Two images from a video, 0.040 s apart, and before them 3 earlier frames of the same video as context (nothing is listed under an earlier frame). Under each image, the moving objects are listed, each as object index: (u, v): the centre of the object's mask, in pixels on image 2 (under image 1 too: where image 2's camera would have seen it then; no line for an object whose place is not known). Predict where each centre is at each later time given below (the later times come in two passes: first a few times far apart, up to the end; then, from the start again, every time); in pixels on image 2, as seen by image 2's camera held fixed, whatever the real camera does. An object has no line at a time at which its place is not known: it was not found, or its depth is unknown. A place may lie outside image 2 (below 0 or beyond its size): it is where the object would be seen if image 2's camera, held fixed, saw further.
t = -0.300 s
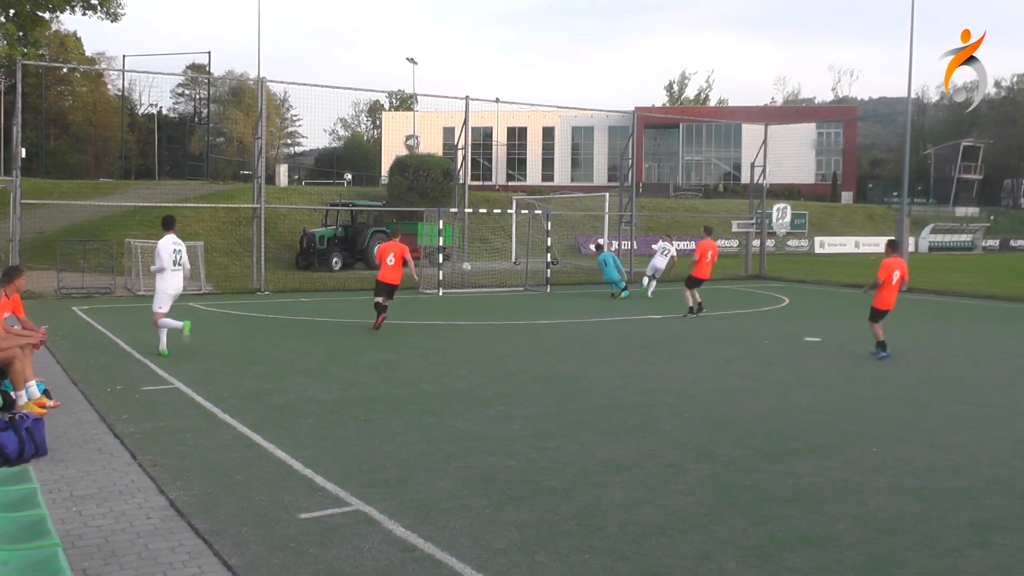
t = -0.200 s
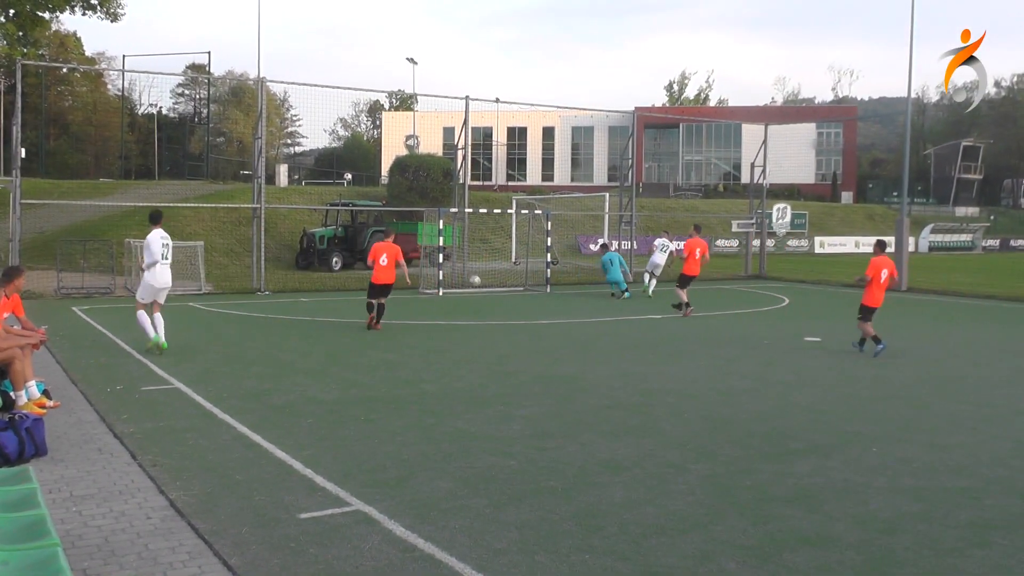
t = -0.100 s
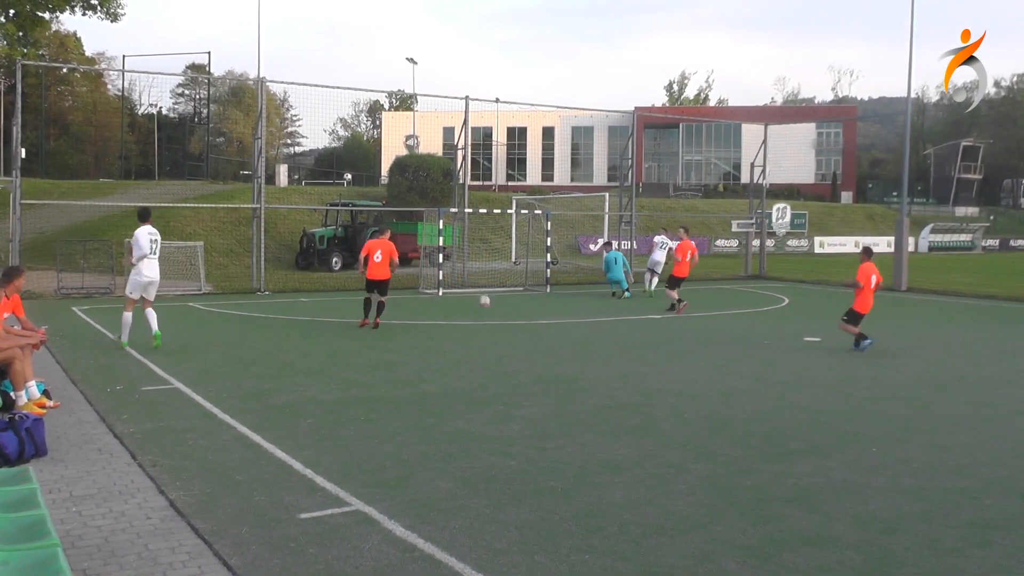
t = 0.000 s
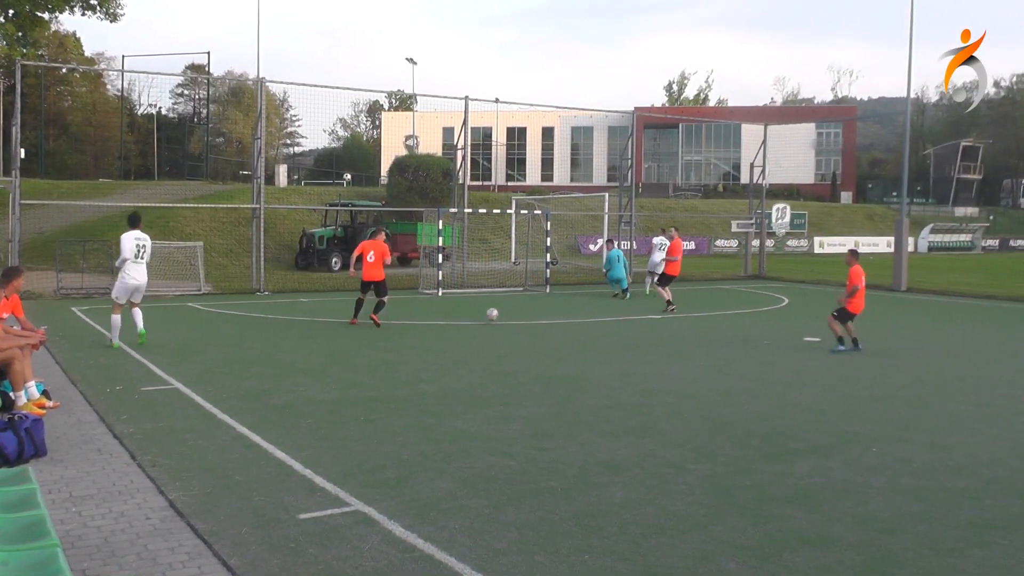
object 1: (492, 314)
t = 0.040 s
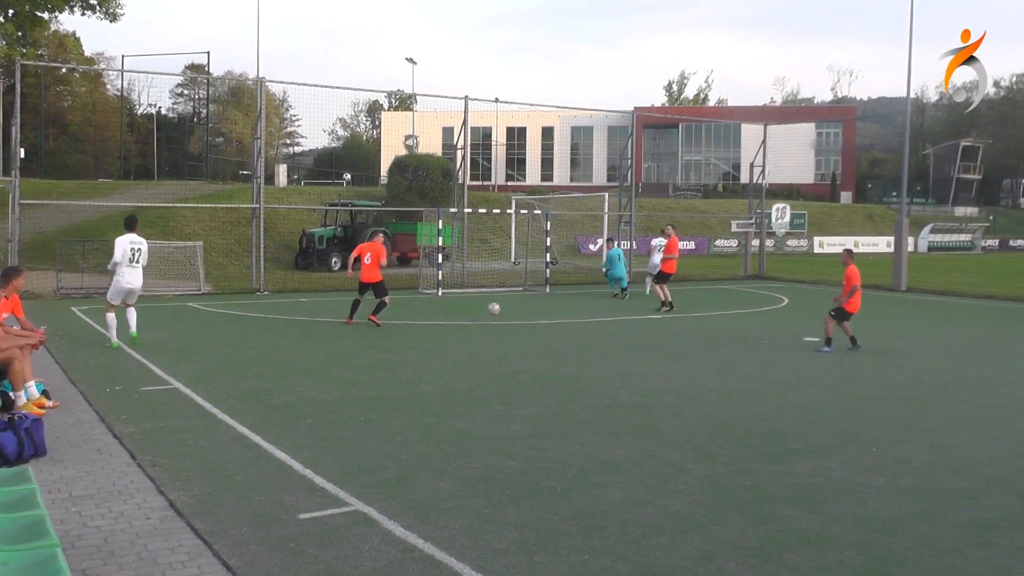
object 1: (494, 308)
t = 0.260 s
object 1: (505, 296)
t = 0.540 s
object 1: (519, 330)
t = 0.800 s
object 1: (537, 337)
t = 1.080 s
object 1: (563, 374)
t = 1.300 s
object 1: (585, 382)
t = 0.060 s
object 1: (495, 307)
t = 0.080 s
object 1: (496, 304)
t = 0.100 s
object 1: (497, 297)
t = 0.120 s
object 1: (498, 298)
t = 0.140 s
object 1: (499, 298)
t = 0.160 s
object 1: (500, 297)
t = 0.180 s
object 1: (501, 297)
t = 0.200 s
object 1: (502, 296)
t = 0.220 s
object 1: (503, 296)
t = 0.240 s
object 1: (504, 296)
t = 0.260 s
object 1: (505, 296)
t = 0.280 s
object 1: (506, 296)
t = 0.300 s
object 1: (507, 297)
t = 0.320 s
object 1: (508, 298)
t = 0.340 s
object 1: (509, 299)
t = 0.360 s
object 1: (510, 300)
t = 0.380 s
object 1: (511, 304)
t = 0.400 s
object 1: (512, 305)
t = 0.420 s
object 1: (513, 308)
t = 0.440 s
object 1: (514, 311)
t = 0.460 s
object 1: (515, 315)
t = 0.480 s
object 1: (516, 317)
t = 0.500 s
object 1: (517, 322)
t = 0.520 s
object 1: (519, 326)
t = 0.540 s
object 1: (519, 330)
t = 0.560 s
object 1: (520, 336)
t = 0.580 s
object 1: (521, 341)
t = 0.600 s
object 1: (522, 347)
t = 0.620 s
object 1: (523, 349)
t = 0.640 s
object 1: (525, 346)
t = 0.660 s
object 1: (526, 344)
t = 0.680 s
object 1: (528, 342)
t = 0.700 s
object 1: (529, 341)
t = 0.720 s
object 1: (531, 339)
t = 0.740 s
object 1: (532, 338)
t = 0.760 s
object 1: (534, 337)
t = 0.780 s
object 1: (535, 337)
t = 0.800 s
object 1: (537, 337)
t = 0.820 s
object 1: (540, 337)
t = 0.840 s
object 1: (542, 337)
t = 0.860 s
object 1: (543, 338)
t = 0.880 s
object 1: (544, 340)
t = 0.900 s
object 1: (546, 341)
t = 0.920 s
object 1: (549, 343)
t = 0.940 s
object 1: (550, 345)
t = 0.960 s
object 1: (552, 348)
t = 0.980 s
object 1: (553, 351)
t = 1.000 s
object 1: (556, 355)
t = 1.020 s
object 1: (558, 359)
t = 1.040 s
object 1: (559, 363)
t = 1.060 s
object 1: (560, 368)
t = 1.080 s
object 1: (563, 374)
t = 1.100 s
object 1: (565, 380)
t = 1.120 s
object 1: (567, 386)
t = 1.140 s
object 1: (569, 385)
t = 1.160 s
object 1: (570, 384)
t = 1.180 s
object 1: (573, 383)
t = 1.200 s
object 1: (575, 382)
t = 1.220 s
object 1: (577, 381)
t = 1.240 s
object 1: (578, 381)
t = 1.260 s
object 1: (580, 381)
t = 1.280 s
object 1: (583, 382)
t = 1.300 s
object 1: (585, 382)
